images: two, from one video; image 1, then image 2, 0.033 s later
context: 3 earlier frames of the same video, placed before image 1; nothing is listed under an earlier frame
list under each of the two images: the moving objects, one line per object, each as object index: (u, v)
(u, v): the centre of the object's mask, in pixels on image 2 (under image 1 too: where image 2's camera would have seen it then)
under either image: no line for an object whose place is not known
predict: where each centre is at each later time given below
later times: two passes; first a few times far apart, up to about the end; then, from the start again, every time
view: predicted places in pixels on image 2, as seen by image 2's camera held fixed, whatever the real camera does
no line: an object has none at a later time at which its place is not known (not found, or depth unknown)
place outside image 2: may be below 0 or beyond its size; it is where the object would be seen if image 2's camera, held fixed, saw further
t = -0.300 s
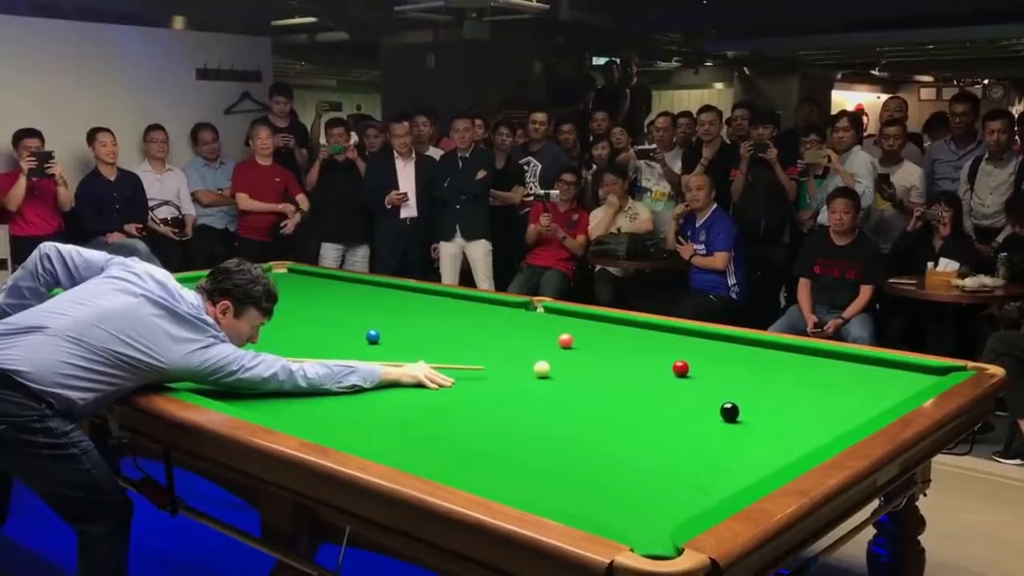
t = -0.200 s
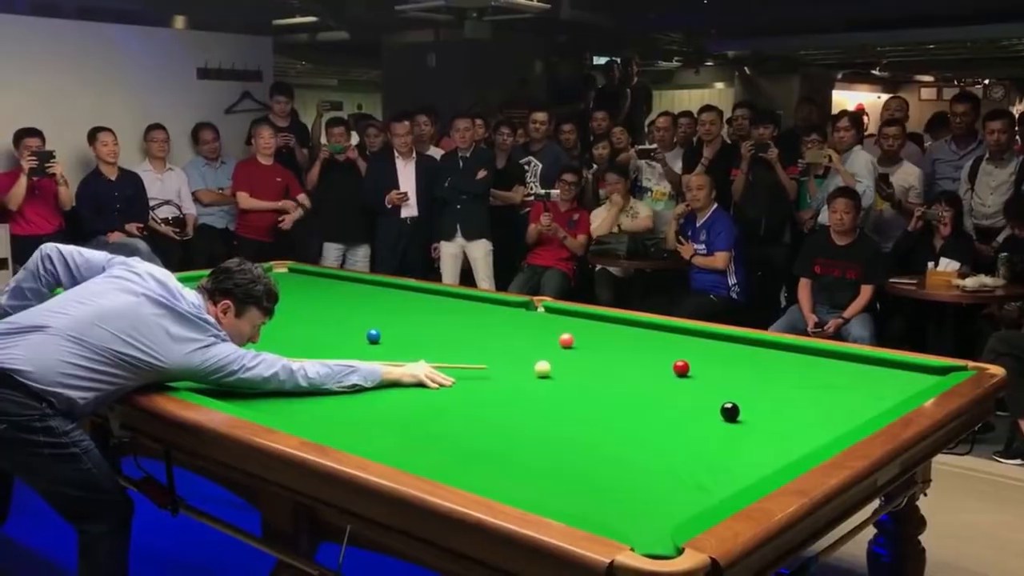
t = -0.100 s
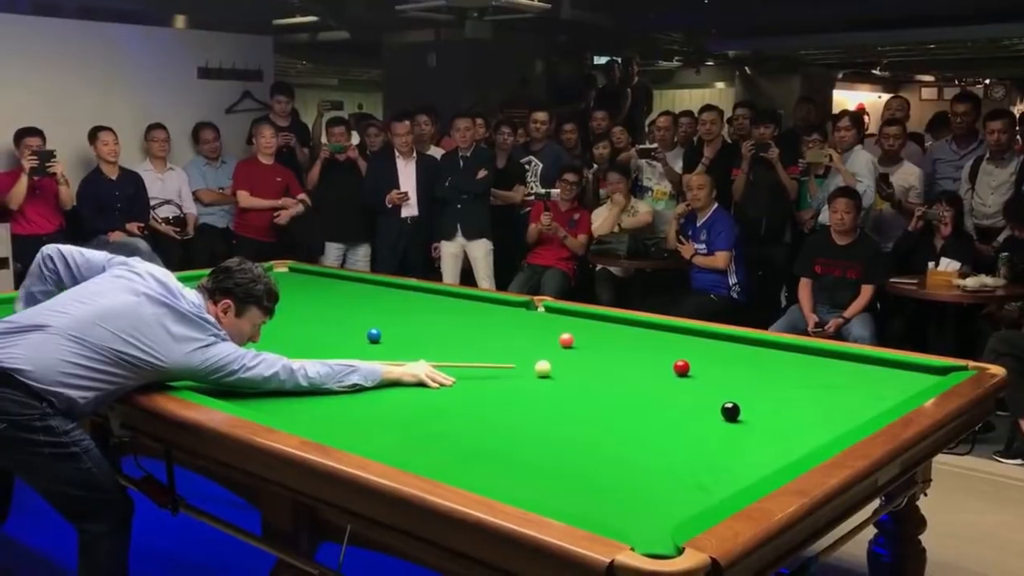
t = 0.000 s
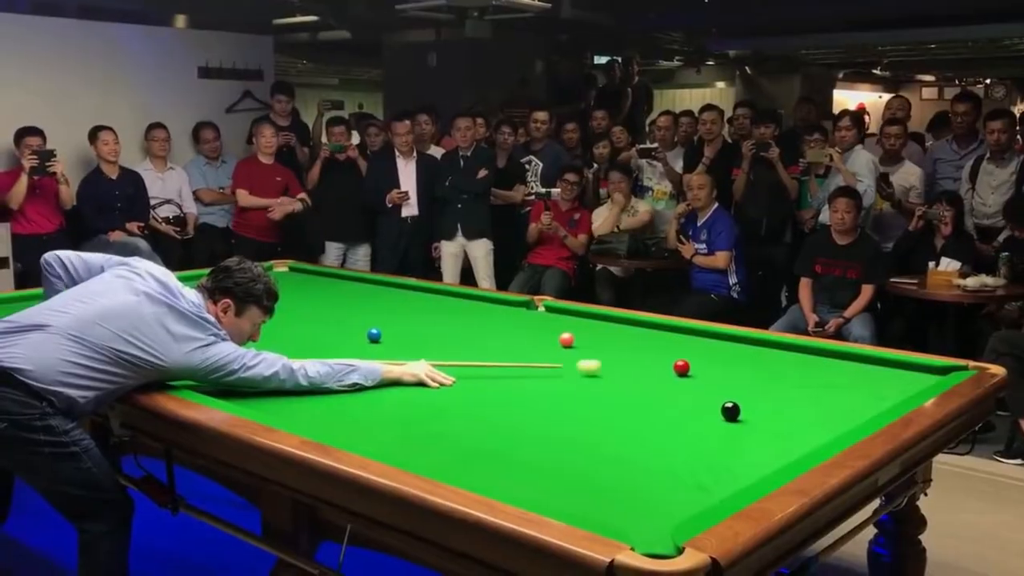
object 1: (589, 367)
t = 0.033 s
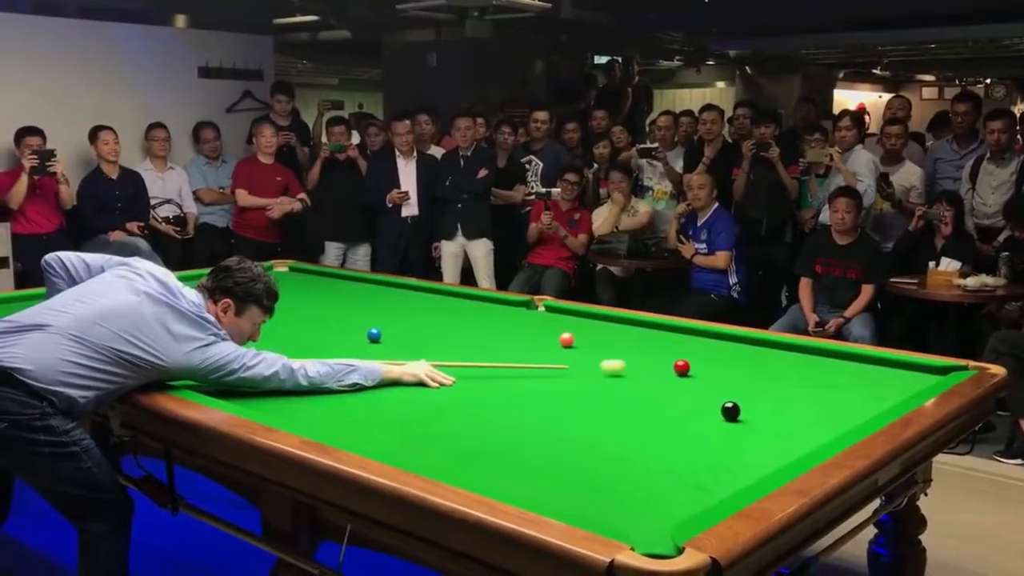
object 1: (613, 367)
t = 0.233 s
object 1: (671, 366)
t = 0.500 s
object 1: (710, 363)
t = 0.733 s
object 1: (745, 361)
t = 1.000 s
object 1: (784, 359)
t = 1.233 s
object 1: (815, 357)
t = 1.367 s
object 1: (832, 355)
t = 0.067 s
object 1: (636, 367)
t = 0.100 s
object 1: (659, 367)
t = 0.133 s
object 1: (666, 367)
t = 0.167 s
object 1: (667, 367)
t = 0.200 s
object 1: (668, 366)
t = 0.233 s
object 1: (671, 366)
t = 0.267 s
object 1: (675, 366)
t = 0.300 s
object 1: (679, 365)
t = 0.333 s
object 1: (684, 365)
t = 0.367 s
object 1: (689, 365)
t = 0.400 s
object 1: (695, 364)
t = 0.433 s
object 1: (700, 364)
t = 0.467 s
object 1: (705, 364)
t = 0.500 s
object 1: (710, 363)
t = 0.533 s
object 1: (715, 363)
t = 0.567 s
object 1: (721, 363)
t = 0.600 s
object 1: (726, 362)
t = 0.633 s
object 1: (731, 362)
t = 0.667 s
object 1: (736, 362)
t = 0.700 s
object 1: (741, 362)
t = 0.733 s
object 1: (745, 361)
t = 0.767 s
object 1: (750, 361)
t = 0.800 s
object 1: (755, 360)
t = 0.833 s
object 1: (760, 360)
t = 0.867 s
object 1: (765, 360)
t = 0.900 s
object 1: (769, 359)
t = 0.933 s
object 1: (774, 359)
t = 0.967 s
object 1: (779, 359)
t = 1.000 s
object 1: (784, 359)
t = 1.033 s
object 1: (788, 358)
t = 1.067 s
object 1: (793, 358)
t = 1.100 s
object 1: (797, 358)
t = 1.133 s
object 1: (802, 357)
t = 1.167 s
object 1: (807, 357)
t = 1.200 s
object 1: (811, 357)
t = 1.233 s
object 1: (815, 357)
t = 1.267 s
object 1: (820, 356)
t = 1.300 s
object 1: (824, 356)
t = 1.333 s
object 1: (828, 356)
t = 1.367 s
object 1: (832, 355)
